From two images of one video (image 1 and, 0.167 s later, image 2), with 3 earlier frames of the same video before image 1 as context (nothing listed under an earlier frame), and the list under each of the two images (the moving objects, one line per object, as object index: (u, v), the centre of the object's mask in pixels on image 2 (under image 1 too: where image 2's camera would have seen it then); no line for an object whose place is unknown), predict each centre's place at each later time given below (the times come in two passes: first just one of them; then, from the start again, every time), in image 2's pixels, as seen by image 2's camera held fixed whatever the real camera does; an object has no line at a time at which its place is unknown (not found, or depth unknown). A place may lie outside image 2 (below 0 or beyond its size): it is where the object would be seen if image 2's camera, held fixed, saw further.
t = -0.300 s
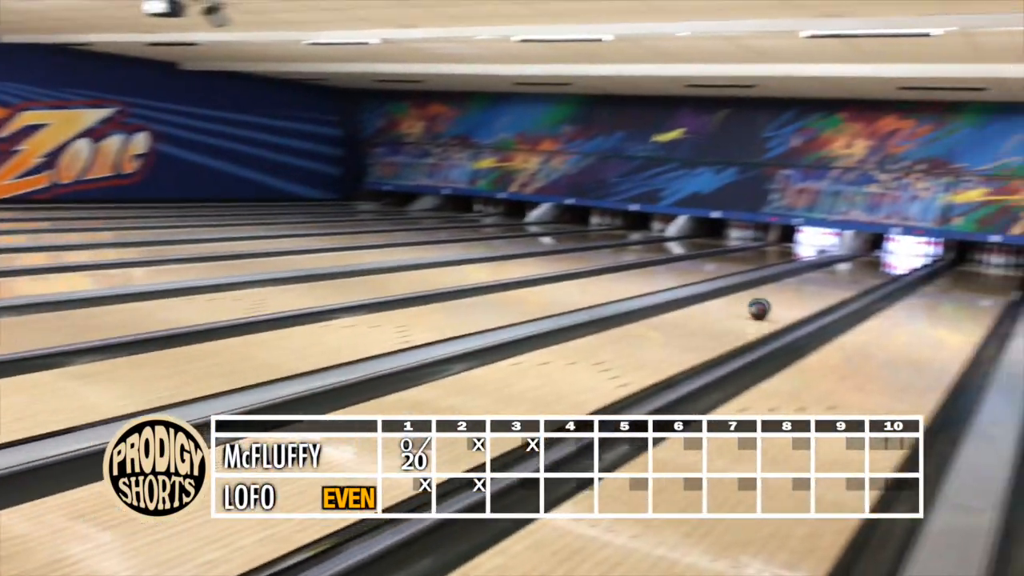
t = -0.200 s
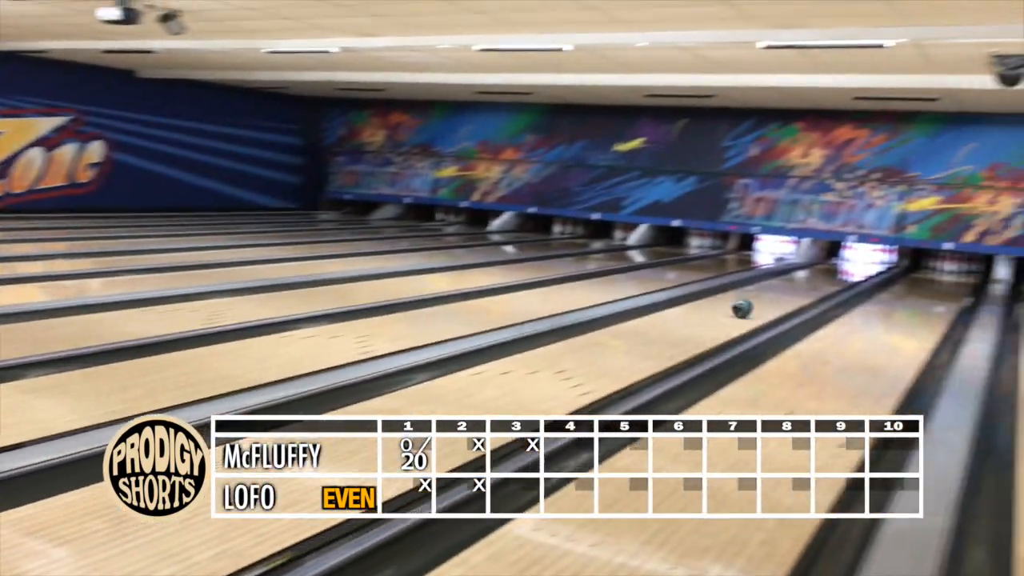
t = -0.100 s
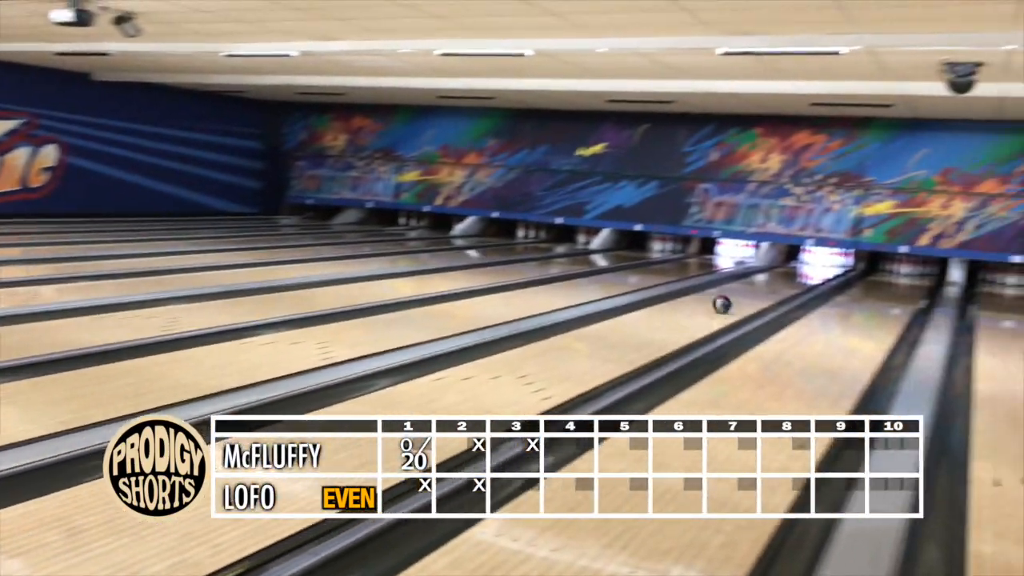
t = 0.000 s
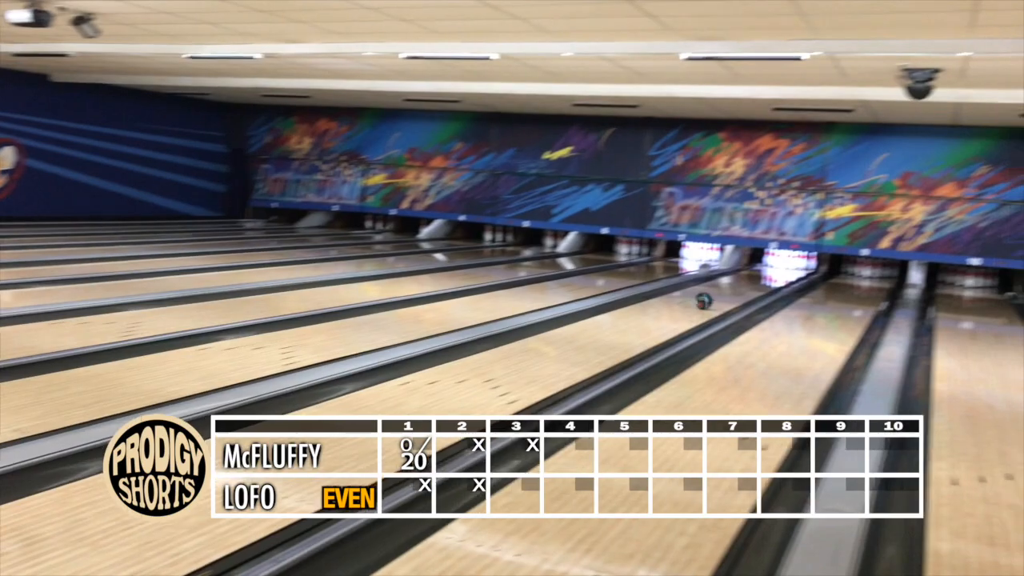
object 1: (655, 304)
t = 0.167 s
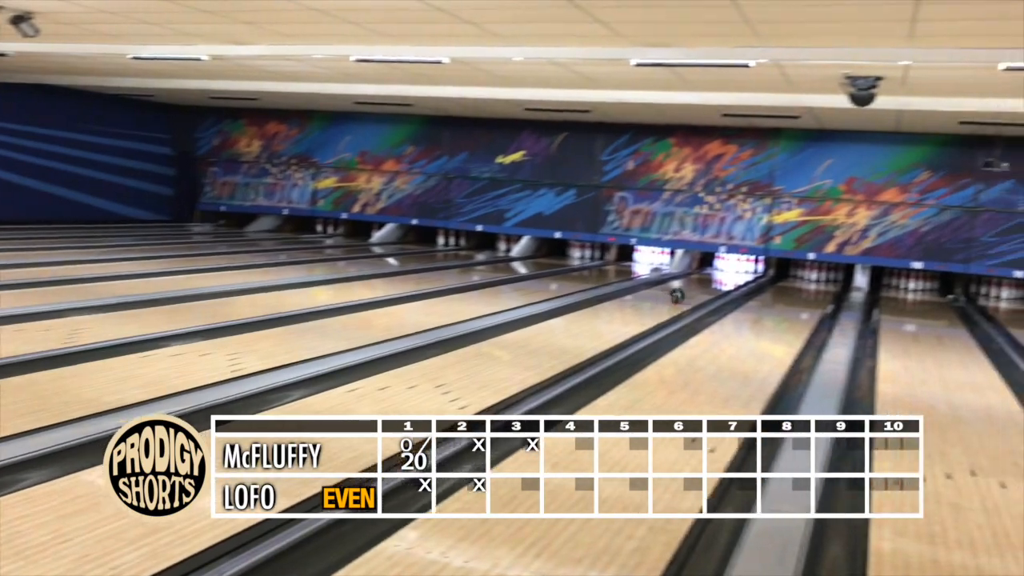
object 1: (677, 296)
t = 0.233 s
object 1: (684, 293)
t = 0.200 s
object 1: (680, 295)
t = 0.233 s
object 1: (684, 293)
